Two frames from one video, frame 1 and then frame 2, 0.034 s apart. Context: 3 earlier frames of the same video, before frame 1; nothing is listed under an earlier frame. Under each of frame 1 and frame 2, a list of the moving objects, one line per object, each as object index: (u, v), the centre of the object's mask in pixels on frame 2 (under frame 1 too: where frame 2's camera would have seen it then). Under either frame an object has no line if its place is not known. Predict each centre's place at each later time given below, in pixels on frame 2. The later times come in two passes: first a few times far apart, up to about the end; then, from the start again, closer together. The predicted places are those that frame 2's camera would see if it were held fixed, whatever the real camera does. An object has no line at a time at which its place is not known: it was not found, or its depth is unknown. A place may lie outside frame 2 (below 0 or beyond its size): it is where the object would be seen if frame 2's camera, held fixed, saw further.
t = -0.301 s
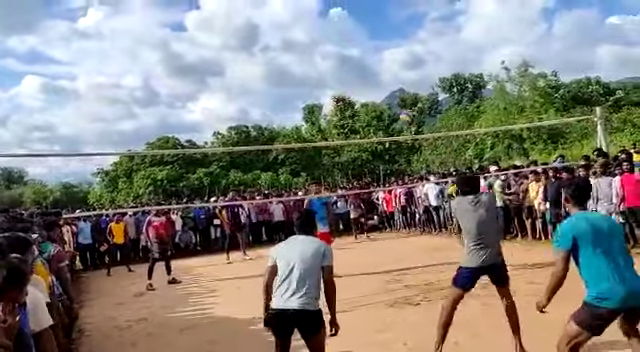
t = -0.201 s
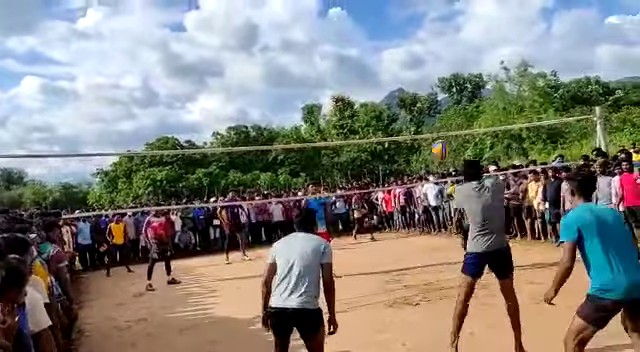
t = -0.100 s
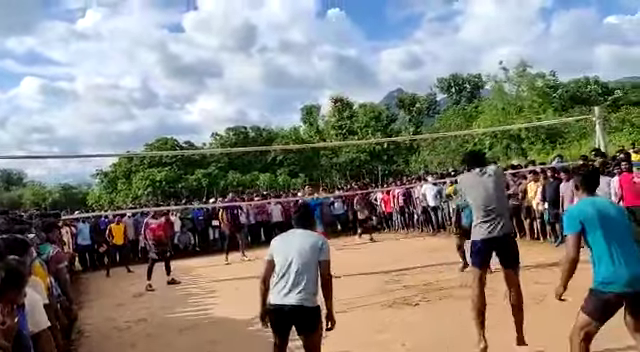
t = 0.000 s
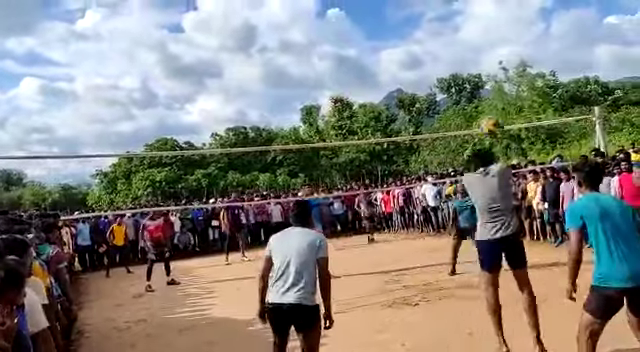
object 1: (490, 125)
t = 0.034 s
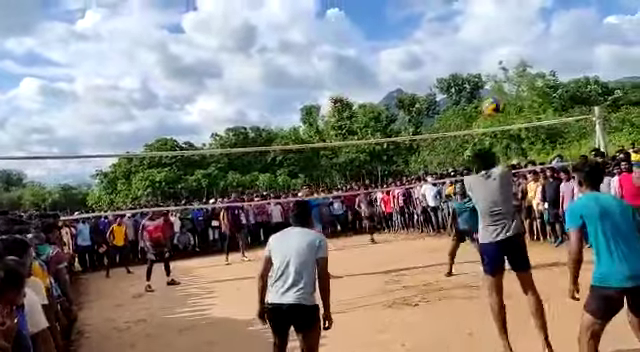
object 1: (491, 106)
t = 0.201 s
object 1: (504, 33)
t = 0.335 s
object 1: (513, -1)
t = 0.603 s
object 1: (529, -19)
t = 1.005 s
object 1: (559, 42)
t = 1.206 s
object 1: (568, 99)
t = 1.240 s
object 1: (572, 109)
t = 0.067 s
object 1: (497, 88)
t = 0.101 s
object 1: (499, 72)
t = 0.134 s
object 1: (500, 58)
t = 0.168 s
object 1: (502, 45)
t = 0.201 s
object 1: (504, 33)
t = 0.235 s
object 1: (506, 23)
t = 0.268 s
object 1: (509, 13)
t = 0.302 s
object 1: (511, 6)
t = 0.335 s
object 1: (513, -1)
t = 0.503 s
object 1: (523, -19)
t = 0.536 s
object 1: (524, -20)
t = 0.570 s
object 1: (526, -20)
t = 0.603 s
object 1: (529, -19)
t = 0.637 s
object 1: (533, -17)
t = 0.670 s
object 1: (536, -15)
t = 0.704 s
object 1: (538, -11)
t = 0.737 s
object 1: (540, -7)
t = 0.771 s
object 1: (543, -3)
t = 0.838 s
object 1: (547, 8)
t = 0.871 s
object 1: (549, 13)
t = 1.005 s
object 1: (559, 42)
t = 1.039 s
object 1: (561, 50)
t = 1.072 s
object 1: (564, 58)
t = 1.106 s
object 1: (566, 68)
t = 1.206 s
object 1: (568, 99)
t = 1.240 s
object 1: (572, 109)
